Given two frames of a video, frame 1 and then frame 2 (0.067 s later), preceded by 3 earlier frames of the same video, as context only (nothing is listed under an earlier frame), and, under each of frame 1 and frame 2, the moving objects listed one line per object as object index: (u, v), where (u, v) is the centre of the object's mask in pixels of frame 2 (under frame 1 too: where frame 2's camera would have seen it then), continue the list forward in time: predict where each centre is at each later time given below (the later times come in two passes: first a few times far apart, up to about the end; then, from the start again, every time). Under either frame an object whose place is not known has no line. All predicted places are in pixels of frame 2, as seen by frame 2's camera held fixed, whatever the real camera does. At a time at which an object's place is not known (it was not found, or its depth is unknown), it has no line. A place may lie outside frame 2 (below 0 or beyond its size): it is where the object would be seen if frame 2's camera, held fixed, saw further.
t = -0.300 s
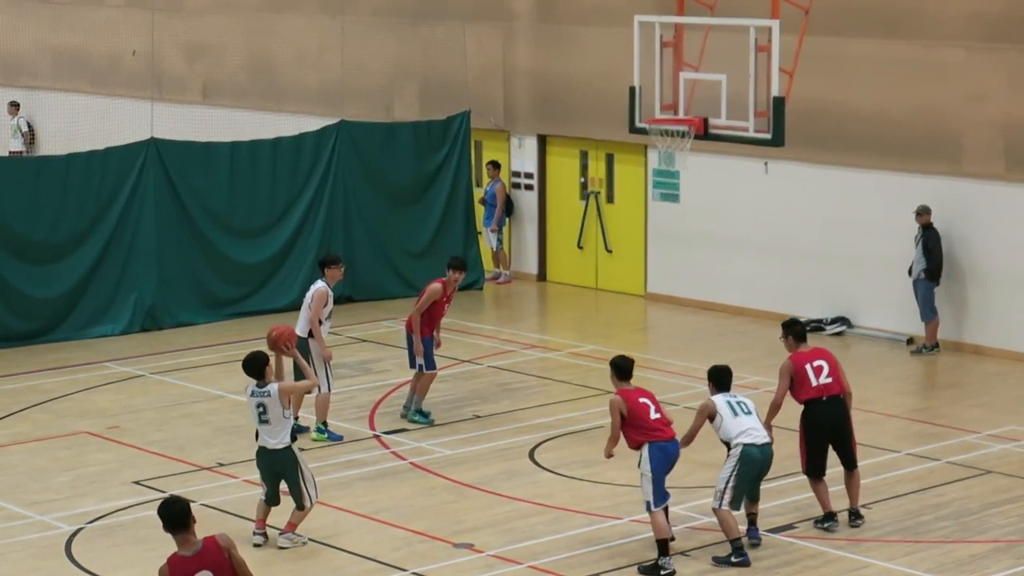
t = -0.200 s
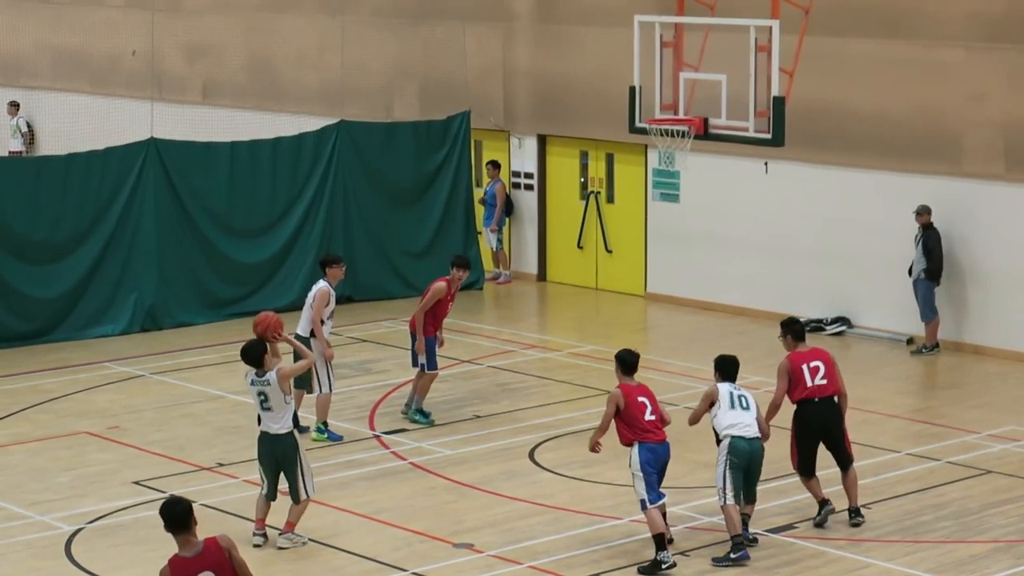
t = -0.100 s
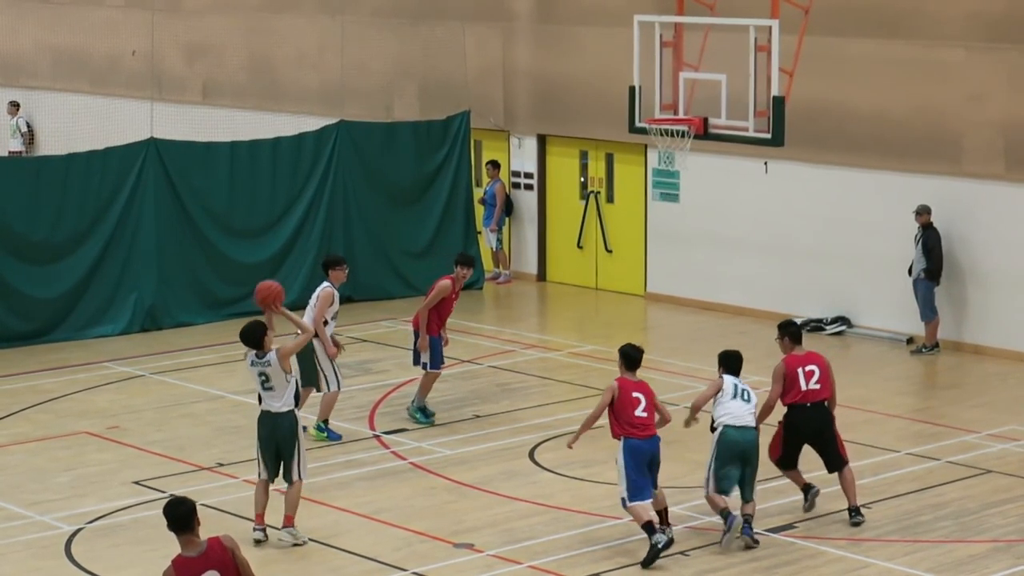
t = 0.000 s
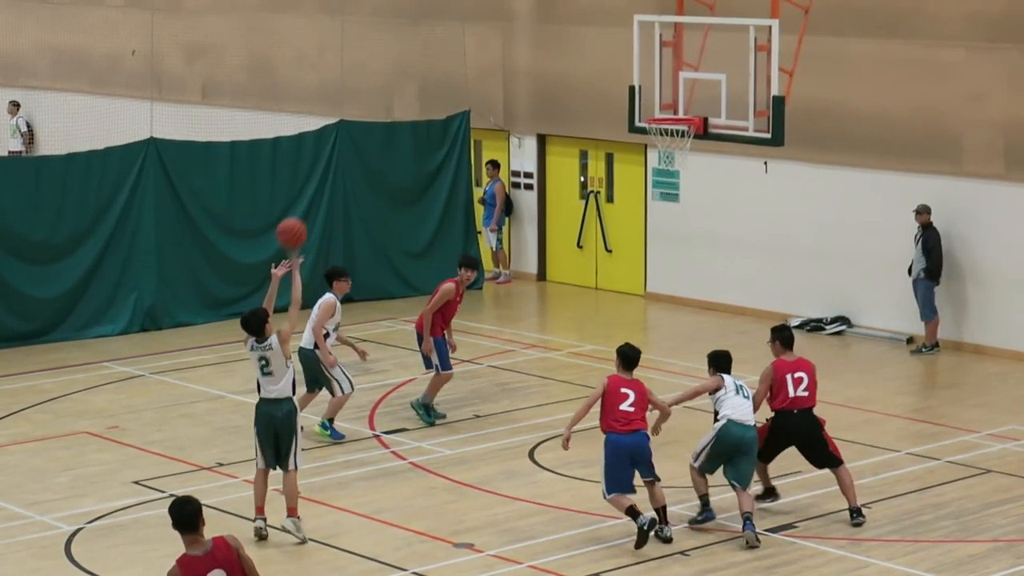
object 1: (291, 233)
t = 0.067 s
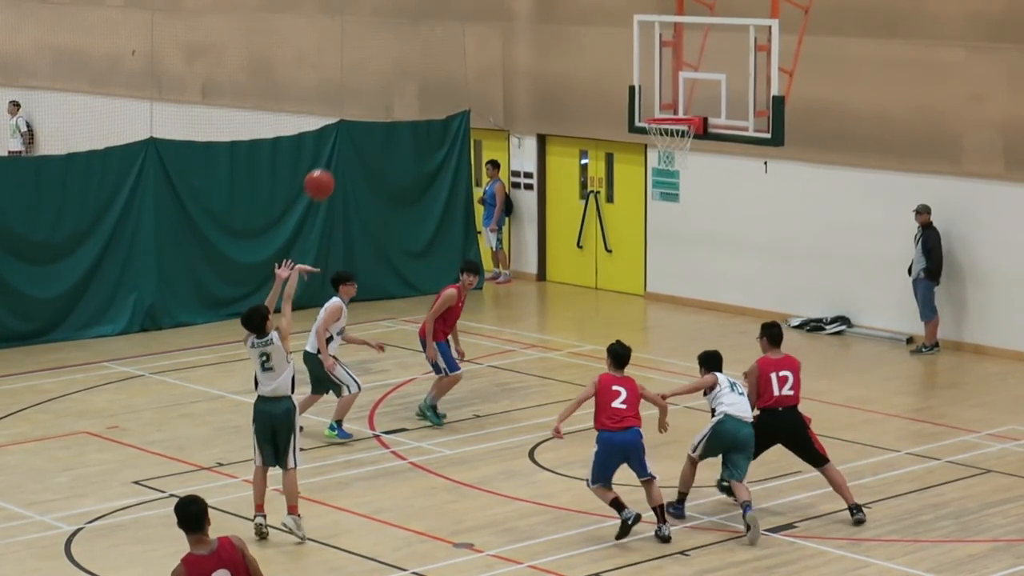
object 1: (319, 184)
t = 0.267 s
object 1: (400, 73)
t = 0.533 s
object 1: (501, 9)
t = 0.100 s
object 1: (332, 162)
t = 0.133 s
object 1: (346, 141)
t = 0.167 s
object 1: (360, 123)
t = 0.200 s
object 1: (373, 105)
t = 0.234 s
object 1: (386, 89)
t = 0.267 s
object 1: (400, 73)
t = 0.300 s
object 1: (413, 60)
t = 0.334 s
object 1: (426, 48)
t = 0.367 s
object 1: (439, 37)
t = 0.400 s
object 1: (451, 28)
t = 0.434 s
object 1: (464, 21)
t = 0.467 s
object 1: (477, 14)
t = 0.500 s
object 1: (489, 11)
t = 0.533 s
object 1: (501, 9)
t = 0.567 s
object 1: (513, 8)
